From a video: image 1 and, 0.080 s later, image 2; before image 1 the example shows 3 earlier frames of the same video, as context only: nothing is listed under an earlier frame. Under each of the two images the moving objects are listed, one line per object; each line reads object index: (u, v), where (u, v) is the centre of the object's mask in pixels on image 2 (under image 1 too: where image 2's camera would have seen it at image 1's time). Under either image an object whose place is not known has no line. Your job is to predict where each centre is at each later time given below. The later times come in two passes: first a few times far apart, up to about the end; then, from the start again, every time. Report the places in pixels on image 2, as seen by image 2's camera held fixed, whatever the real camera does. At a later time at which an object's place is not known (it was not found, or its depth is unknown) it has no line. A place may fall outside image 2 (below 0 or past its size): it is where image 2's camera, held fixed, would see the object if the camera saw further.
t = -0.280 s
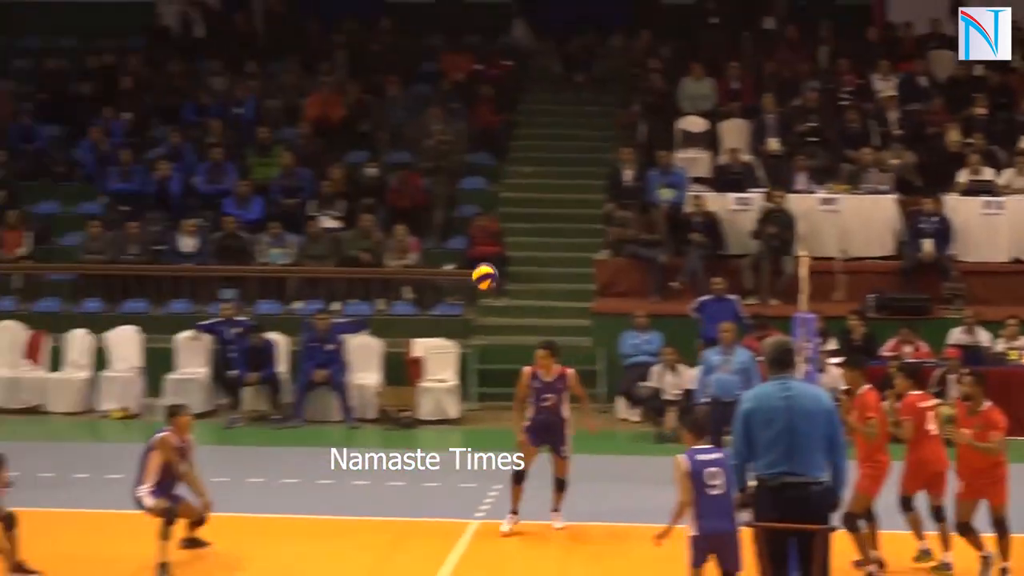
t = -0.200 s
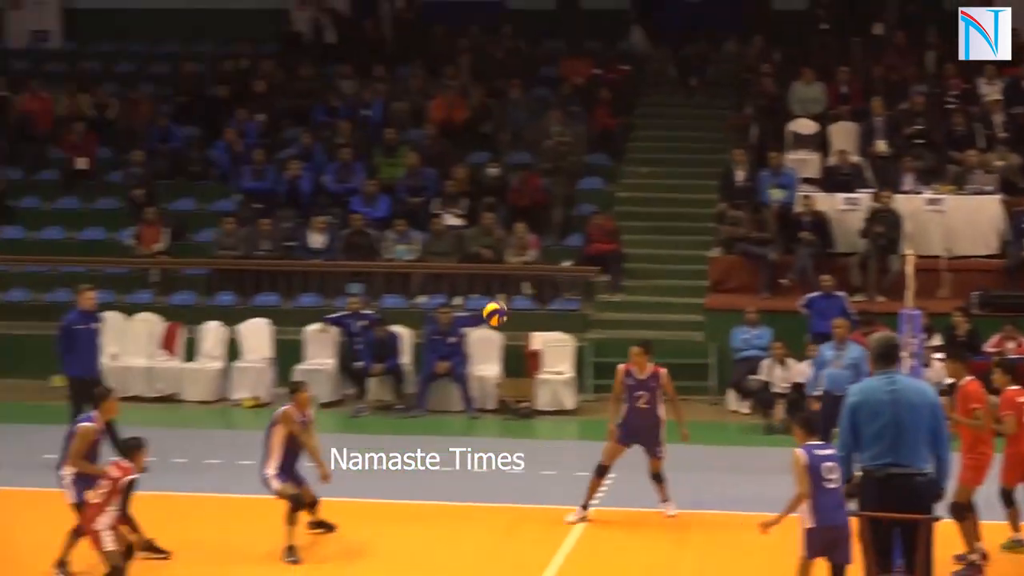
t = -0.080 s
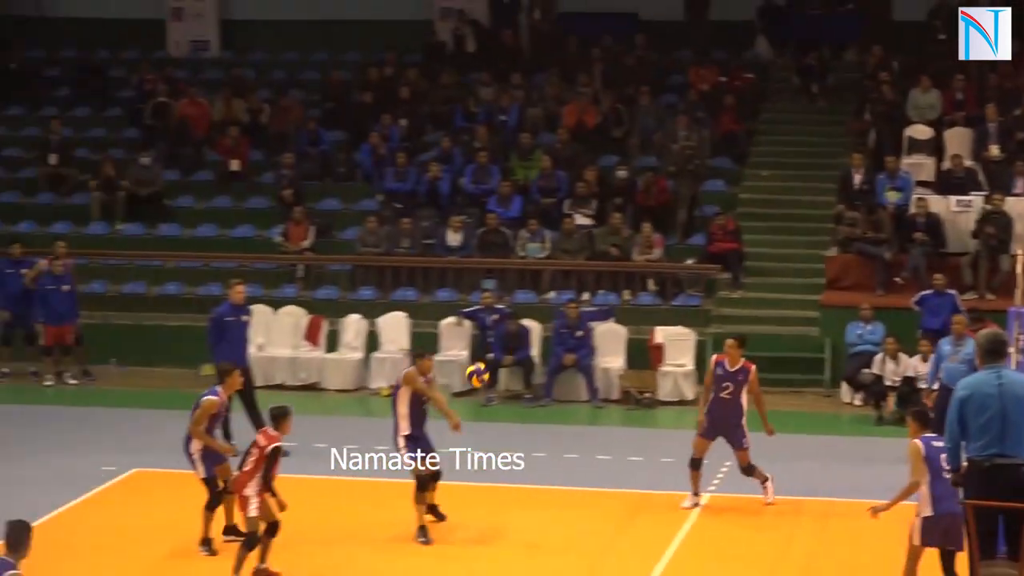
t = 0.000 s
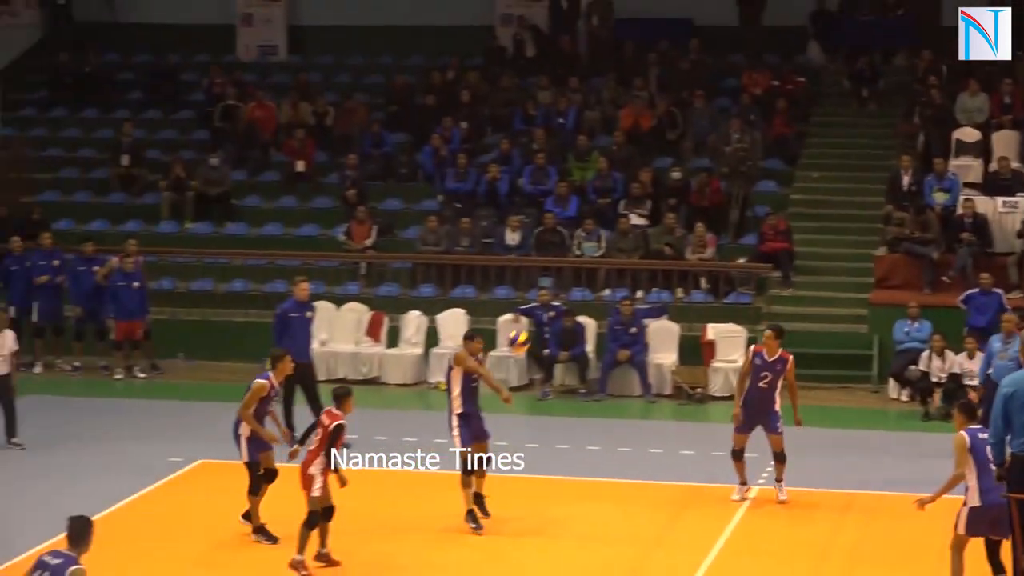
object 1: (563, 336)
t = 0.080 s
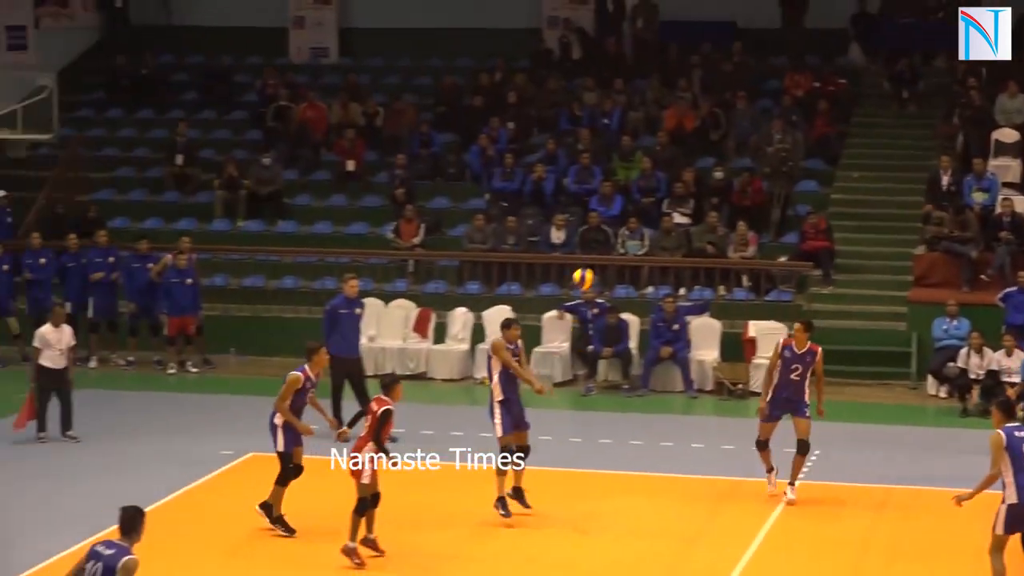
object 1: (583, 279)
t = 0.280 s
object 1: (635, 160)
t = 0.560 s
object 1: (709, 58)
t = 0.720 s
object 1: (753, 37)
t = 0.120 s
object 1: (592, 252)
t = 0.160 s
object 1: (604, 227)
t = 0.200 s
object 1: (615, 203)
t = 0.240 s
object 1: (625, 181)
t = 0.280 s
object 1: (635, 160)
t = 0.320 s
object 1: (646, 141)
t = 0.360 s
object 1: (657, 124)
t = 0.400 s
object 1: (667, 107)
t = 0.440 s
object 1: (677, 92)
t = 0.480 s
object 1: (688, 79)
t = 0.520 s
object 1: (699, 68)
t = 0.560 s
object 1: (709, 58)
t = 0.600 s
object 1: (720, 50)
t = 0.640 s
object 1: (731, 44)
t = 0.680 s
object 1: (742, 39)
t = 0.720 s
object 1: (753, 37)
